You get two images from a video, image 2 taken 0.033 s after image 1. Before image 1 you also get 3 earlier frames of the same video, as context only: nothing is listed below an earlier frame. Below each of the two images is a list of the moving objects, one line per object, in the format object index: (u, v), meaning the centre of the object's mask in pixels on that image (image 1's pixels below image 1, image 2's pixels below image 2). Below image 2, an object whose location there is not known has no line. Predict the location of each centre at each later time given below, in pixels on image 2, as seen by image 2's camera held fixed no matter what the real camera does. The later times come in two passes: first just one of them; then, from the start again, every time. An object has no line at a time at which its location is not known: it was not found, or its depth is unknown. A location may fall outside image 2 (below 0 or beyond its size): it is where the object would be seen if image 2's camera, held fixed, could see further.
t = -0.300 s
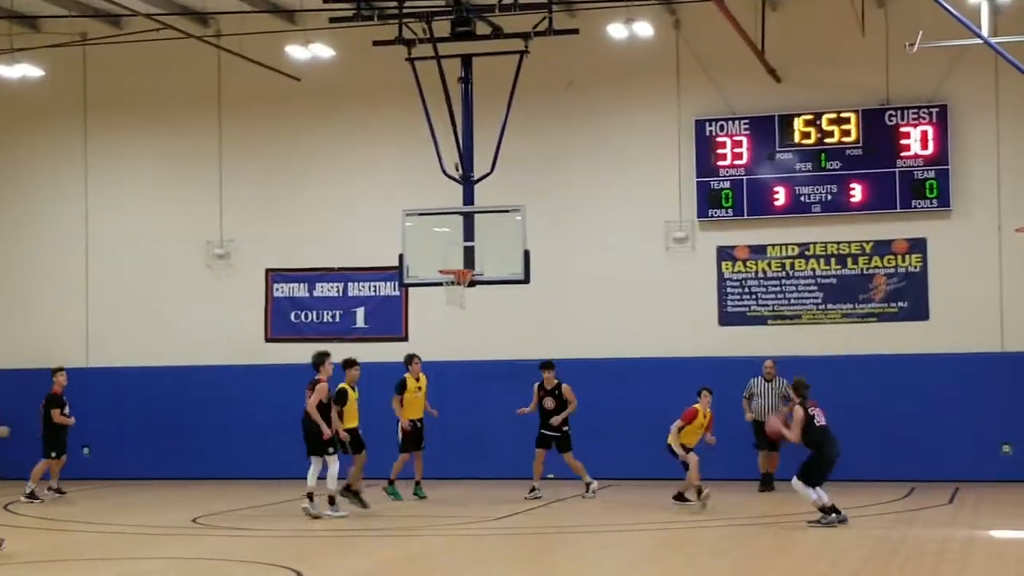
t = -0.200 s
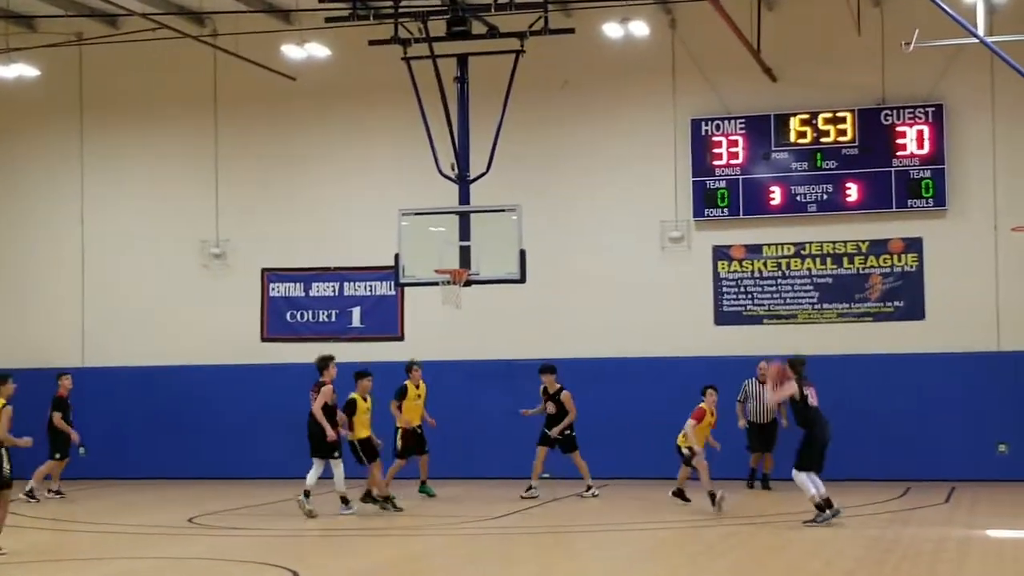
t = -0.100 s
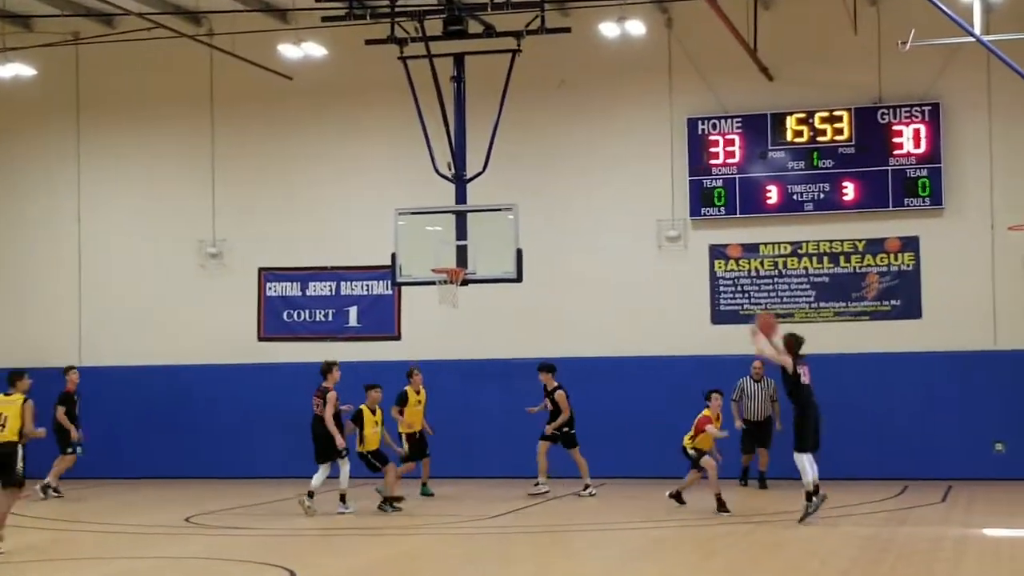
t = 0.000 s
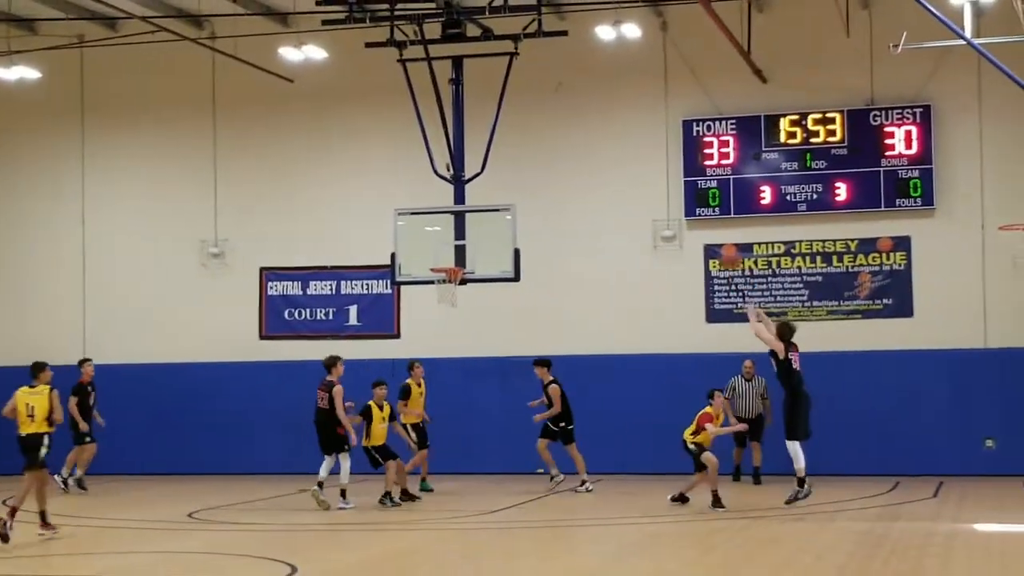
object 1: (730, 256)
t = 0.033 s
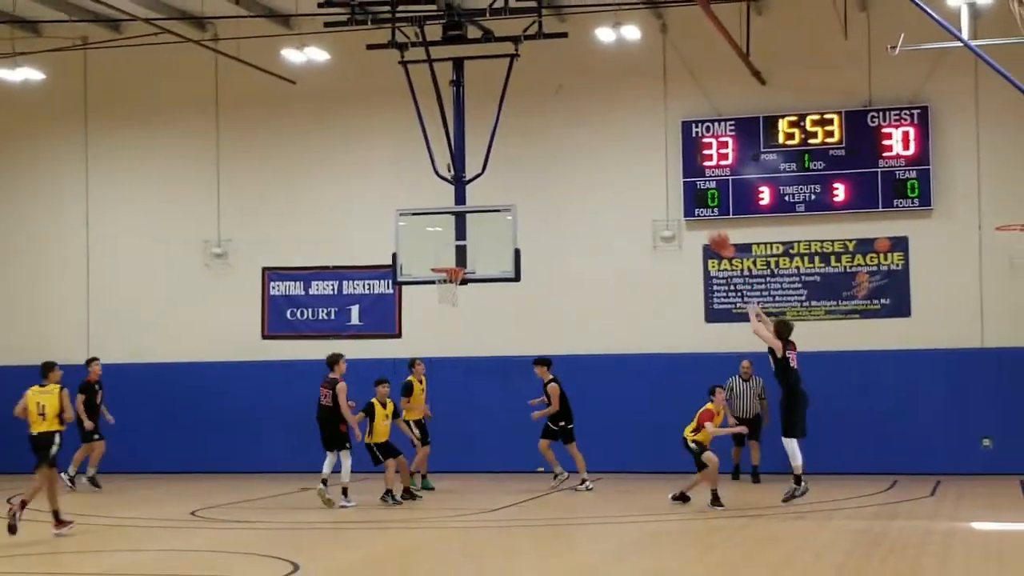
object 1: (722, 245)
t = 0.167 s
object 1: (682, 180)
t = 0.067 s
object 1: (708, 225)
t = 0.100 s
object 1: (698, 207)
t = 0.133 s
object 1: (691, 194)
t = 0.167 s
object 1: (682, 180)
